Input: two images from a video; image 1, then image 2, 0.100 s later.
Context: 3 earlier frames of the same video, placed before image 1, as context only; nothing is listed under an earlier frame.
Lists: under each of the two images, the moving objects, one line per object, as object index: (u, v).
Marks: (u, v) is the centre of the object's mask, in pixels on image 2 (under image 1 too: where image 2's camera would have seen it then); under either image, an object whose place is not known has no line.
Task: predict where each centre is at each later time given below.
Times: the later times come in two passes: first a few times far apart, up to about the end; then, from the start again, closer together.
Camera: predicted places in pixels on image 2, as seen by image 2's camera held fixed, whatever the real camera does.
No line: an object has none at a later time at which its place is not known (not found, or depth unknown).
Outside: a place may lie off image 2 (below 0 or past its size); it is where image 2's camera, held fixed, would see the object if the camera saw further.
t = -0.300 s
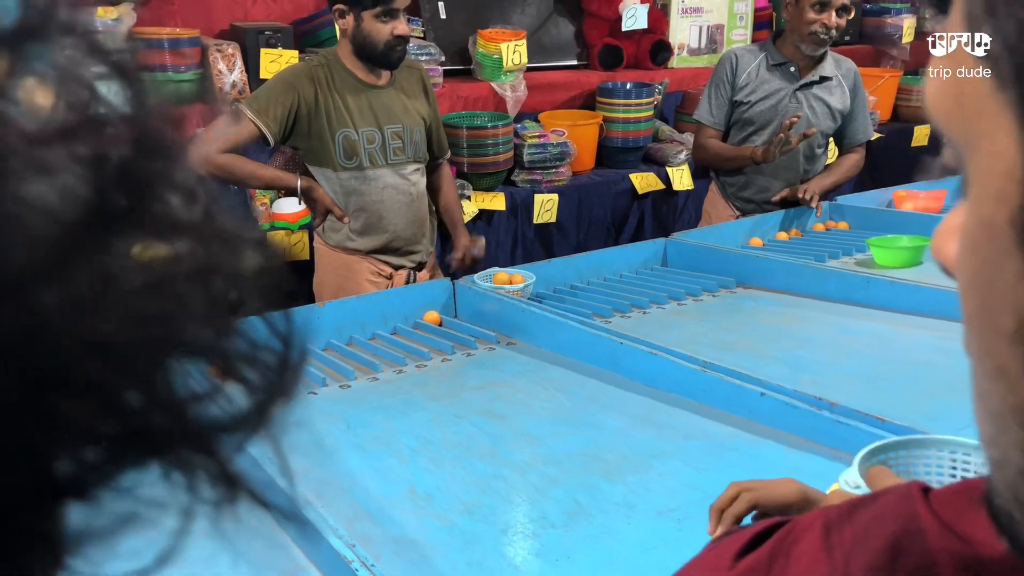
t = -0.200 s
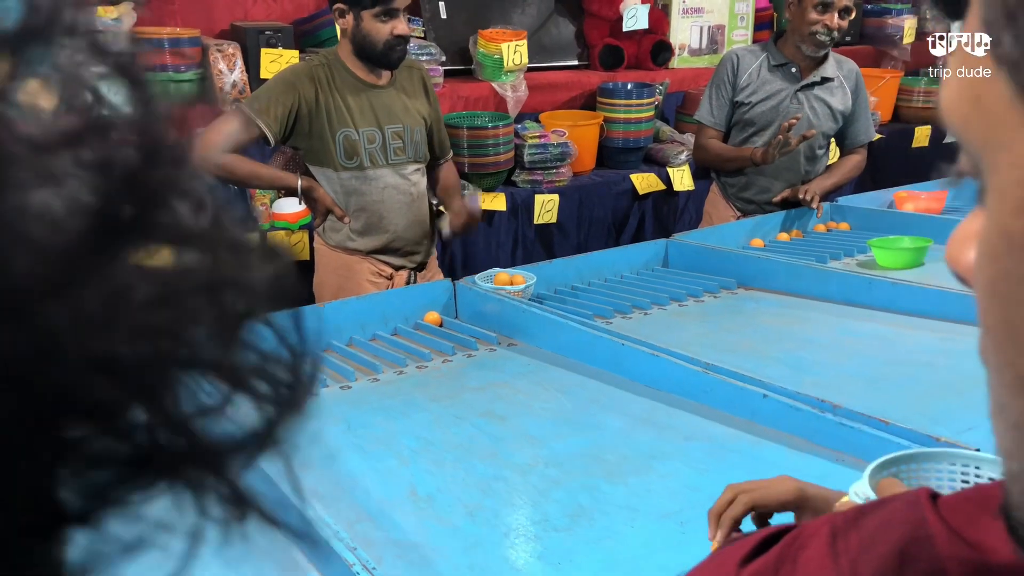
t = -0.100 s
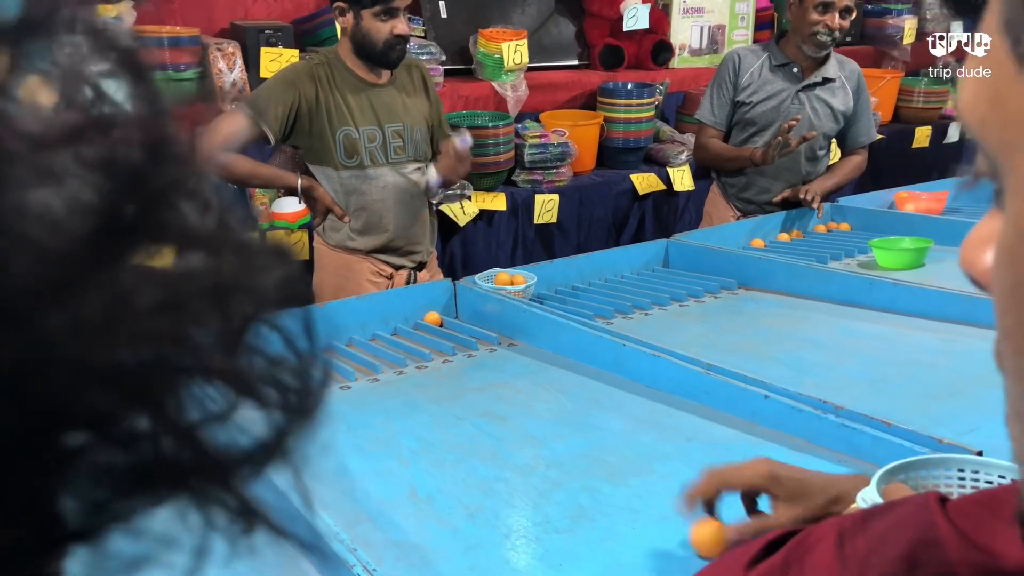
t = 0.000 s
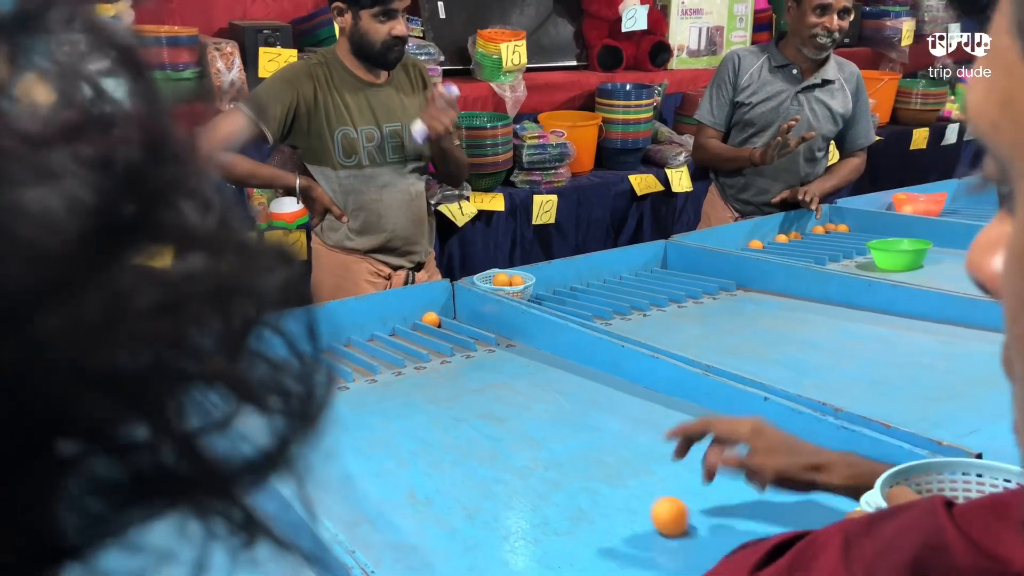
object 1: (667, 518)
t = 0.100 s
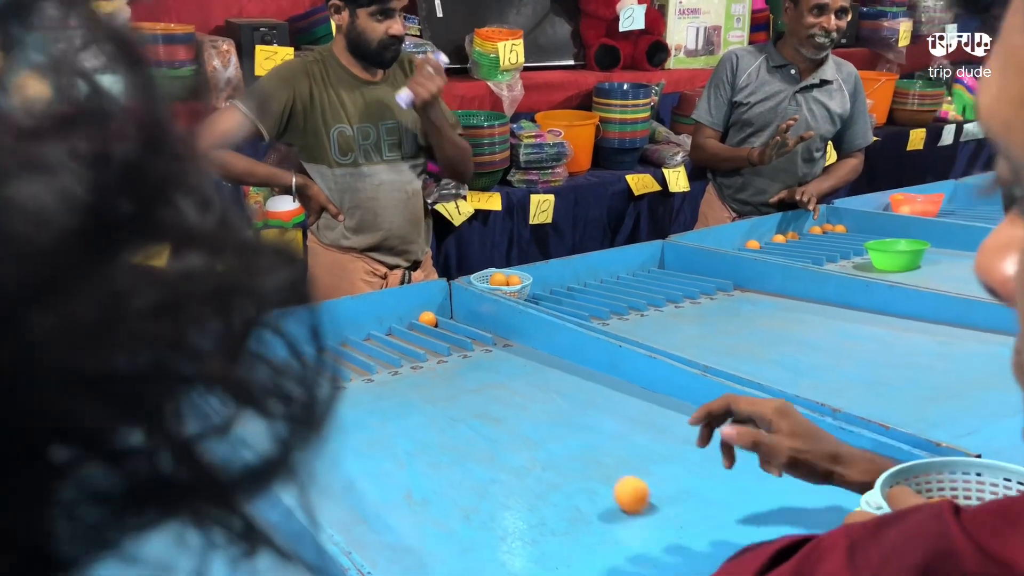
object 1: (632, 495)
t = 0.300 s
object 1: (561, 448)
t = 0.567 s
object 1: (480, 392)
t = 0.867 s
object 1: (440, 335)
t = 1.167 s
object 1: (469, 367)
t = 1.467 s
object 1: (451, 349)
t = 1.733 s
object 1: (446, 355)
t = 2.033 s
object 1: (431, 354)
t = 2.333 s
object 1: (429, 353)
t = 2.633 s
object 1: (429, 353)
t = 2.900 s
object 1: (429, 353)
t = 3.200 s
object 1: (428, 353)
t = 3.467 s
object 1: (428, 353)
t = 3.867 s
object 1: (428, 353)
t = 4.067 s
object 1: (428, 353)
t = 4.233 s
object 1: (428, 353)
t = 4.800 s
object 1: (428, 353)
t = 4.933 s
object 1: (428, 353)
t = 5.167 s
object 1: (428, 353)
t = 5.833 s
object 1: (428, 353)
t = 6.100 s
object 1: (429, 353)
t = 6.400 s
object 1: (429, 353)
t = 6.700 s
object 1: (429, 353)
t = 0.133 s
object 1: (619, 487)
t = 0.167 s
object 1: (607, 479)
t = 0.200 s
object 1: (595, 471)
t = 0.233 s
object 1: (583, 463)
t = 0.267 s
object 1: (572, 456)
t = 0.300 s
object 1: (561, 448)
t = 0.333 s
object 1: (550, 440)
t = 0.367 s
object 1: (540, 433)
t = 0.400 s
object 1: (529, 426)
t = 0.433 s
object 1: (519, 419)
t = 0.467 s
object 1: (509, 412)
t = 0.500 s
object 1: (499, 405)
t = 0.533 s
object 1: (490, 398)
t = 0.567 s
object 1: (480, 392)
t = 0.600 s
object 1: (471, 385)
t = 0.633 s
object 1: (462, 379)
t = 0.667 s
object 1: (454, 374)
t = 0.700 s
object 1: (446, 368)
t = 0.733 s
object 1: (437, 362)
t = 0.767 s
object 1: (429, 357)
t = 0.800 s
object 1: (428, 347)
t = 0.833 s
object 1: (434, 338)
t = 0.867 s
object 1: (440, 335)
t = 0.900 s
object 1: (446, 336)
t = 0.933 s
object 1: (453, 343)
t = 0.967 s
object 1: (460, 356)
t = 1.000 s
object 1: (466, 368)
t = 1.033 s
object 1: (467, 357)
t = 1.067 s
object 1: (467, 352)
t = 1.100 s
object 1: (467, 352)
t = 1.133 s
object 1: (468, 357)
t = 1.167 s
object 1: (469, 367)
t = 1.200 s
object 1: (467, 358)
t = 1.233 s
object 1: (466, 353)
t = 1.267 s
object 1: (465, 353)
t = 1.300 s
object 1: (464, 360)
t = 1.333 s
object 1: (462, 356)
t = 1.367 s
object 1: (459, 351)
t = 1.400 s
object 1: (457, 351)
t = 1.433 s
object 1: (454, 355)
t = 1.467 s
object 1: (451, 349)
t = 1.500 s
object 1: (448, 348)
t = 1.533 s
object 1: (447, 349)
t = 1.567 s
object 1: (448, 352)
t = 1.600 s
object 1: (448, 353)
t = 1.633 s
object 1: (448, 353)
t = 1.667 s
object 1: (448, 354)
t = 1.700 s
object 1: (447, 355)
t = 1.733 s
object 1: (446, 355)
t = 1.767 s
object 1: (445, 356)
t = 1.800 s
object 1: (444, 355)
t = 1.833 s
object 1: (442, 355)
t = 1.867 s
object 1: (439, 355)
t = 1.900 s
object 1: (437, 355)
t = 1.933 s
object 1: (434, 354)
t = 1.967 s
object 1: (431, 354)
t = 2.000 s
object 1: (429, 353)
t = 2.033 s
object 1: (431, 354)
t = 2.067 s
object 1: (431, 354)
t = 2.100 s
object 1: (431, 354)
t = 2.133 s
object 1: (430, 354)
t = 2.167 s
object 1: (429, 354)
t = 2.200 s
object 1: (429, 354)
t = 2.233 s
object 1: (429, 353)
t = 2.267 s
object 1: (429, 353)
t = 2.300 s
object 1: (429, 353)
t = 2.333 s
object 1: (429, 353)
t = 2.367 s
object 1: (429, 353)
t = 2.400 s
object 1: (429, 353)
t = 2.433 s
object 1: (429, 353)
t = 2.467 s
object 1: (429, 353)
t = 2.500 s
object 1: (429, 353)
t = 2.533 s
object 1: (429, 353)
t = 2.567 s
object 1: (429, 353)
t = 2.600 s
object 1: (429, 354)
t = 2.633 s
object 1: (429, 353)
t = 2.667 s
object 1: (429, 354)
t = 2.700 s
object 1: (429, 354)
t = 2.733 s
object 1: (429, 354)
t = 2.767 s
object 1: (429, 354)
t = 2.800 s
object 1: (429, 353)
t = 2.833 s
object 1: (429, 353)
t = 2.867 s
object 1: (428, 354)
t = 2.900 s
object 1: (429, 353)
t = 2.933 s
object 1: (429, 354)
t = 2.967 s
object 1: (429, 354)
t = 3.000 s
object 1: (429, 354)
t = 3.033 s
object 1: (429, 354)
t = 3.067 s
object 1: (428, 354)
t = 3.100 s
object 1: (428, 354)
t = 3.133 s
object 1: (428, 353)
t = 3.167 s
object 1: (428, 353)
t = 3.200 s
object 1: (428, 353)
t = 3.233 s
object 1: (428, 353)
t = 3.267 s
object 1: (428, 353)
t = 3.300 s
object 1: (428, 353)
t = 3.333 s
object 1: (428, 353)
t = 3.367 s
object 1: (428, 353)
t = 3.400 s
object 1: (428, 353)
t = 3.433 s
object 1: (428, 353)
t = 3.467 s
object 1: (428, 353)
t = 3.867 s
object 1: (428, 353)
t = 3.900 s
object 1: (428, 353)
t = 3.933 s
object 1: (428, 353)
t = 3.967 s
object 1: (428, 353)
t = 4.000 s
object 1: (428, 353)
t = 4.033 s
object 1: (429, 353)
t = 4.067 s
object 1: (428, 353)
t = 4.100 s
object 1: (428, 353)
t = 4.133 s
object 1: (428, 353)
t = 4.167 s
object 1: (428, 353)
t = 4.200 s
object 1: (428, 353)
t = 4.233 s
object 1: (428, 353)
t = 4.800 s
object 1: (428, 353)
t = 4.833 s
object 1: (428, 352)
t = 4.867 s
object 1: (428, 353)
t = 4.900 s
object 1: (428, 353)
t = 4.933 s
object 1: (428, 353)
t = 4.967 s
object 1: (428, 353)
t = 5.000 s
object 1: (428, 353)
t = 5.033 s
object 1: (428, 353)
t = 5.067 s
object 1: (428, 353)
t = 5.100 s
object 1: (428, 353)
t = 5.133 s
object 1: (428, 353)
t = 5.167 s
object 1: (428, 353)
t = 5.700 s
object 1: (428, 353)
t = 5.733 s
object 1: (428, 353)
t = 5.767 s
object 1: (428, 353)
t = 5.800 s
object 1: (428, 353)
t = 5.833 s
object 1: (428, 353)
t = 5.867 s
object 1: (429, 353)
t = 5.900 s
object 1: (429, 353)
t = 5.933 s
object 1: (429, 353)
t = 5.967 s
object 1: (429, 353)
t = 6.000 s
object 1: (429, 353)
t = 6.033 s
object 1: (429, 353)
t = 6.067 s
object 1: (429, 353)
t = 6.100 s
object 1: (429, 353)
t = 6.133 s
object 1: (429, 353)
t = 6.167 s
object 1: (429, 353)
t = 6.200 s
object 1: (429, 353)
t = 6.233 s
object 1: (429, 353)
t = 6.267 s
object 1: (429, 353)
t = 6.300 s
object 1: (429, 353)
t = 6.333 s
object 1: (429, 353)
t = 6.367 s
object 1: (429, 353)
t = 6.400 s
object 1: (429, 353)
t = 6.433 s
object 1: (429, 353)
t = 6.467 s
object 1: (429, 353)
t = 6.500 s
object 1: (429, 353)
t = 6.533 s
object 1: (429, 353)
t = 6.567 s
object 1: (429, 353)
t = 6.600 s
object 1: (429, 353)
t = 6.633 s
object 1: (429, 353)
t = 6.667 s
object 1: (429, 353)
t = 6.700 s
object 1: (429, 353)
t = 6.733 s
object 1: (429, 353)
